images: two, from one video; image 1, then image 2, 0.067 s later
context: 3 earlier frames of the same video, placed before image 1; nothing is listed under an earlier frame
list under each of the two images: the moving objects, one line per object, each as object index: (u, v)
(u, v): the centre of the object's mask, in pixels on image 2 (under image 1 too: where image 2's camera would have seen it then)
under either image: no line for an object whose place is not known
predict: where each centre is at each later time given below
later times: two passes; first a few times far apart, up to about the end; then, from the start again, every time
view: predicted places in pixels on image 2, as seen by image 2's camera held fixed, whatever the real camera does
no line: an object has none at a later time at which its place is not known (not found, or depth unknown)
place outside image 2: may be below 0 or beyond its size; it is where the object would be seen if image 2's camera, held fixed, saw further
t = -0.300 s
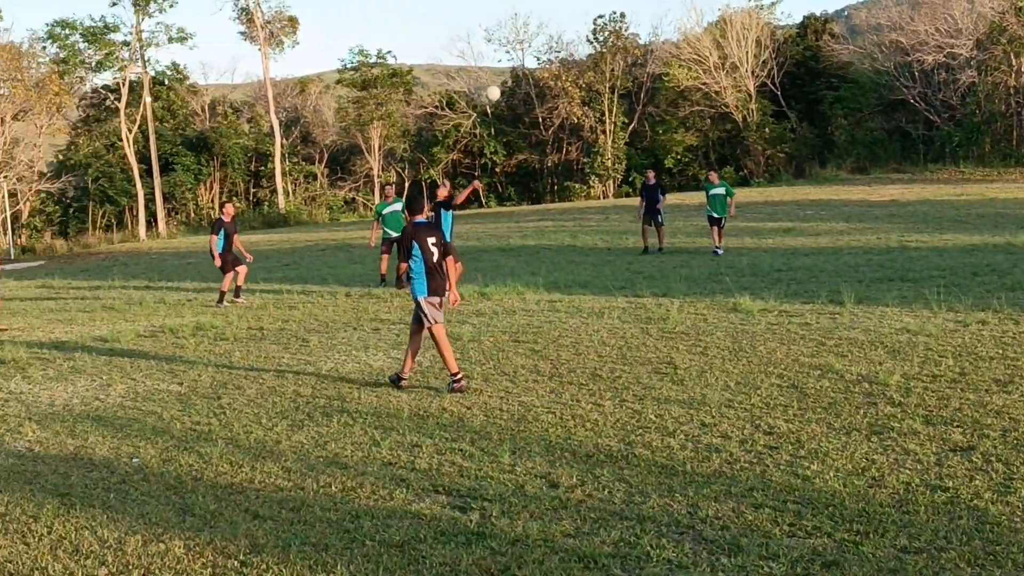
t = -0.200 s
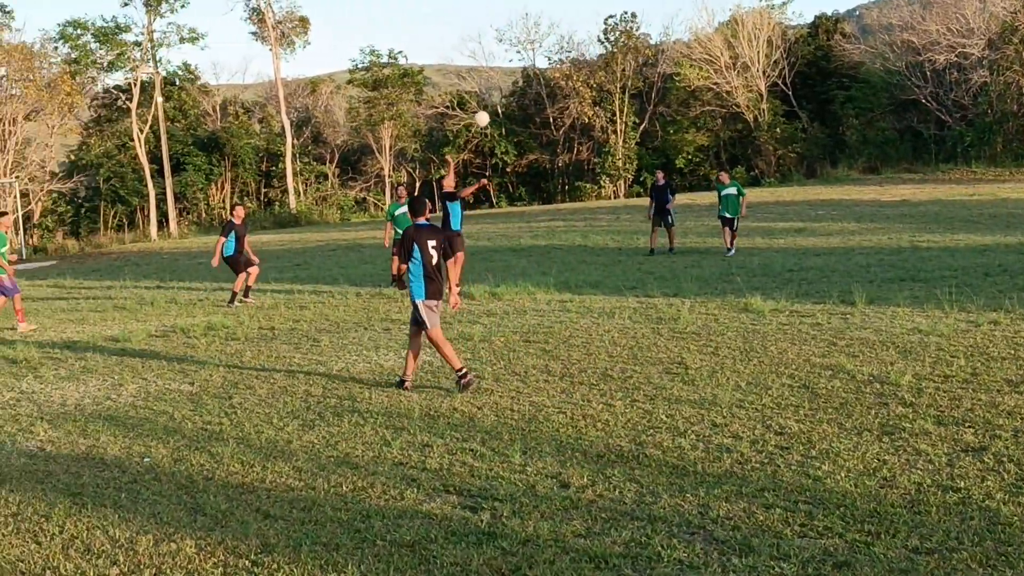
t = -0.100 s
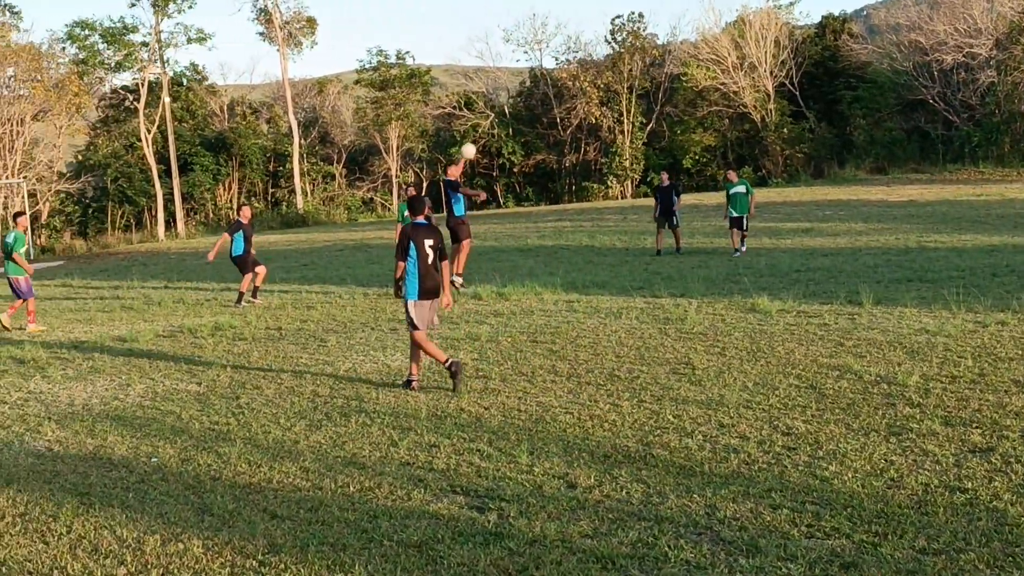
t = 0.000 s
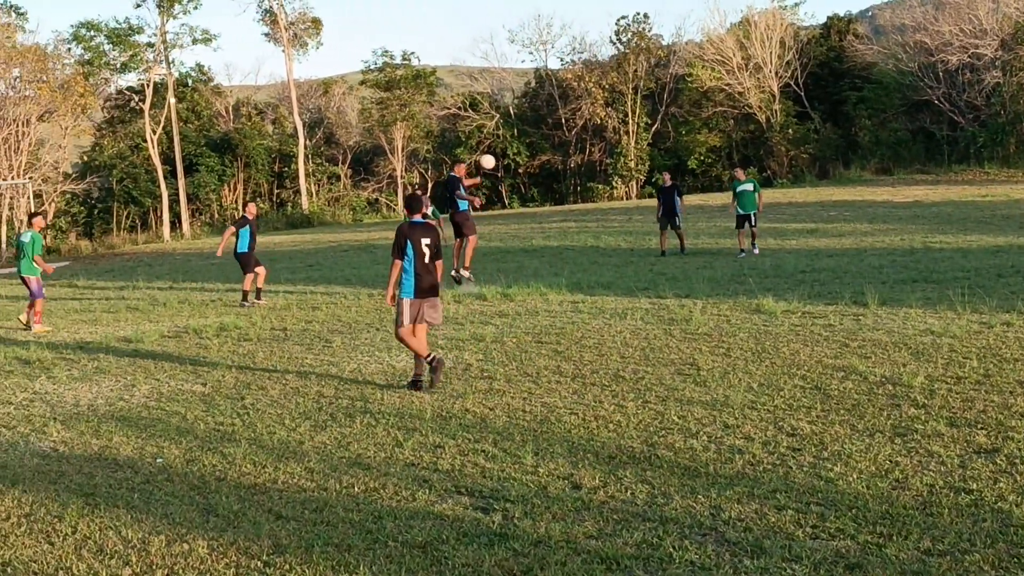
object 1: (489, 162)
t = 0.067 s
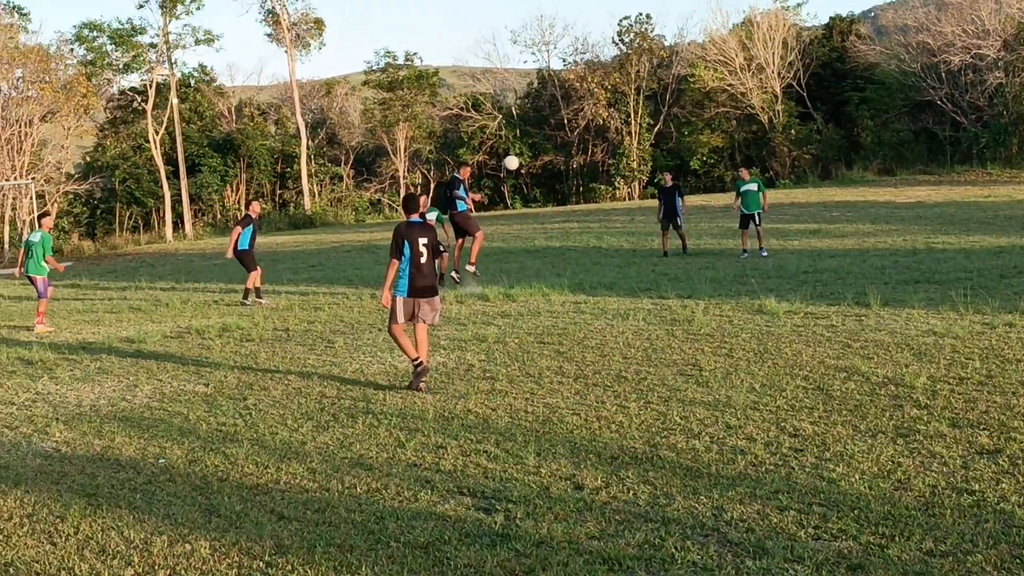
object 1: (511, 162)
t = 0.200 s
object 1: (555, 172)
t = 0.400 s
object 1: (620, 208)
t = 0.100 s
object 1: (523, 164)
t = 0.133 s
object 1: (534, 166)
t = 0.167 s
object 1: (544, 169)
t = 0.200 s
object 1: (555, 172)
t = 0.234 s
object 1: (566, 177)
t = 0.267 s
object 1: (577, 182)
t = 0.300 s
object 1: (587, 187)
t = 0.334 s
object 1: (599, 193)
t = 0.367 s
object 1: (609, 201)
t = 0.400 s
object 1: (620, 208)
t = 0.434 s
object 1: (630, 217)
